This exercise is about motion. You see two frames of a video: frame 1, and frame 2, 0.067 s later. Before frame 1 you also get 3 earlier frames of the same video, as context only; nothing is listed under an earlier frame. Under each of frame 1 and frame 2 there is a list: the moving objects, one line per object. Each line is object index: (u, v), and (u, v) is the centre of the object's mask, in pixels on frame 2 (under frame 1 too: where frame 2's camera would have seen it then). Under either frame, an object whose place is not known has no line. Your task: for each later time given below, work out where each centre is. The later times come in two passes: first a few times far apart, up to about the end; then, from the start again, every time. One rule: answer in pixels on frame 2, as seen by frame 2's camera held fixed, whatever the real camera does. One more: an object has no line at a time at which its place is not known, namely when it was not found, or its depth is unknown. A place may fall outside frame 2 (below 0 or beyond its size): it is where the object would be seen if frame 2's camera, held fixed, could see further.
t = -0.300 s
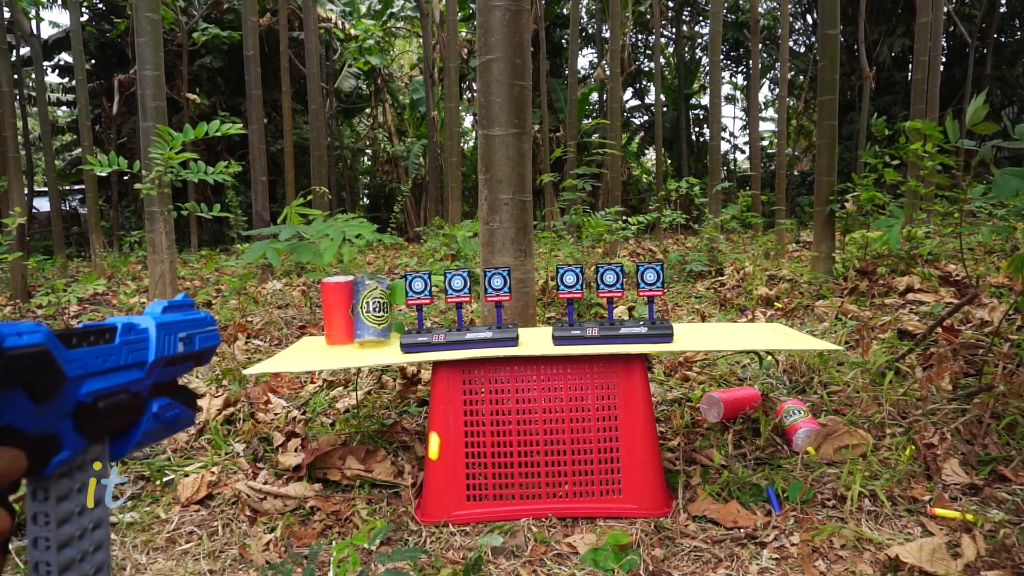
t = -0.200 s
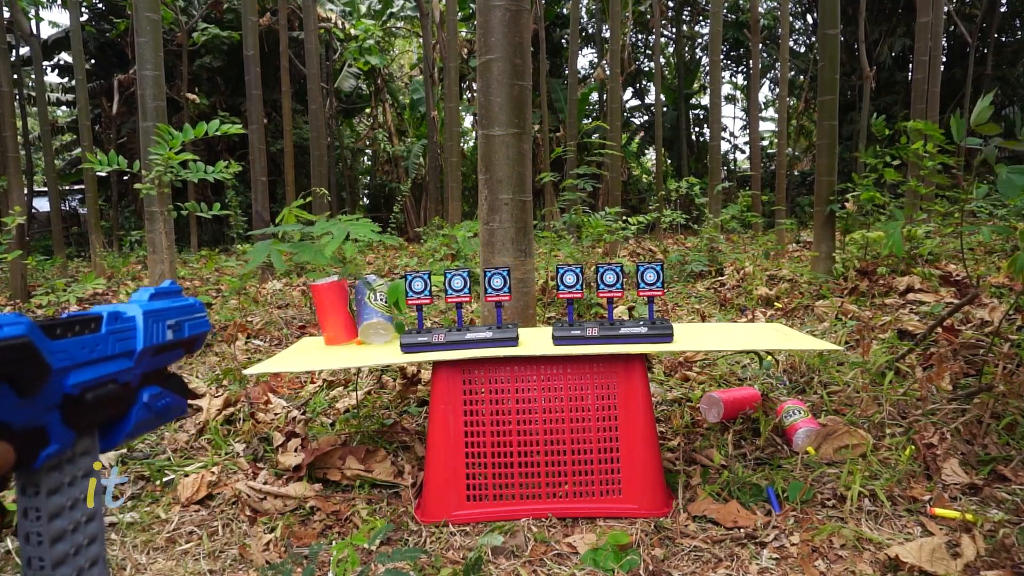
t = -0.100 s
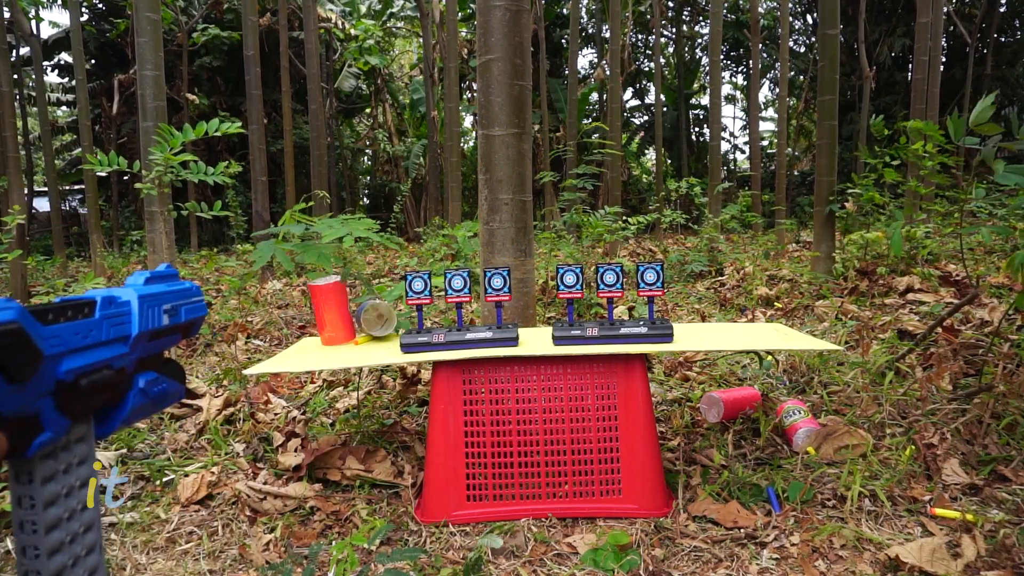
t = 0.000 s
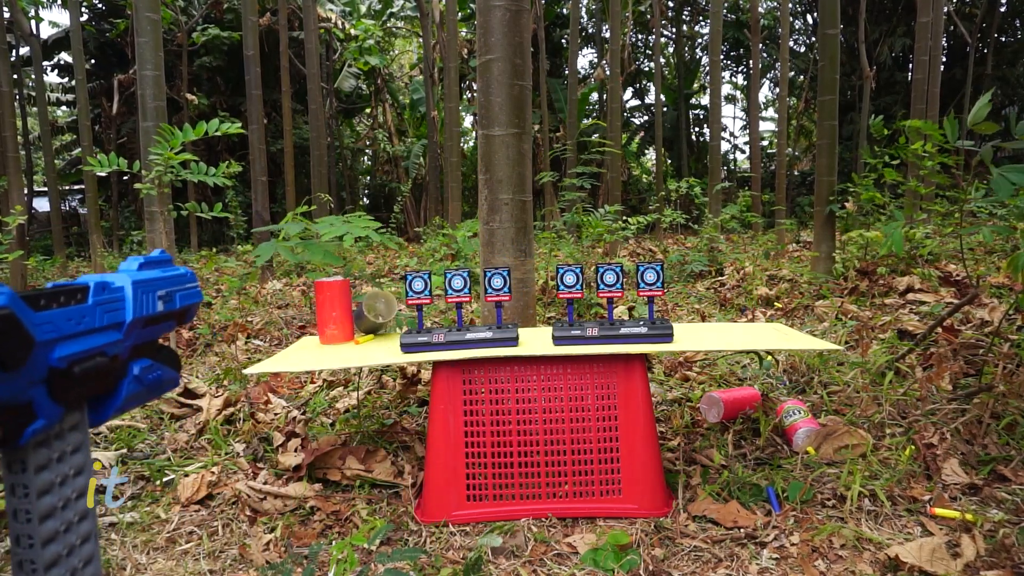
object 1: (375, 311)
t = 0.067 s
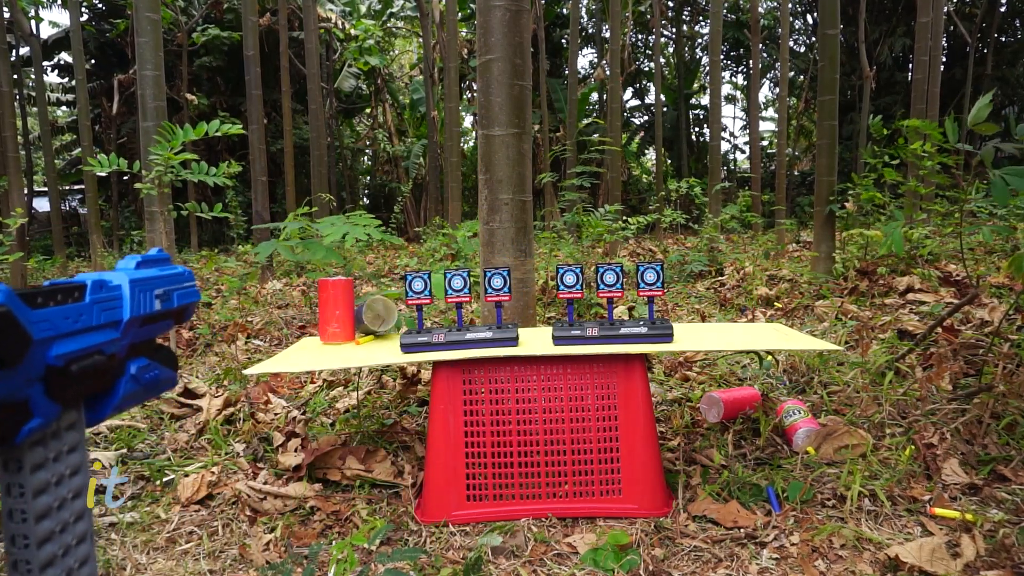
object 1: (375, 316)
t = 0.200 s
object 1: (381, 319)
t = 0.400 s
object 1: (383, 320)
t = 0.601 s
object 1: (383, 320)
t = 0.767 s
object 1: (383, 320)
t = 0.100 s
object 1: (376, 319)
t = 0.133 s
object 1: (377, 317)
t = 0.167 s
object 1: (379, 318)
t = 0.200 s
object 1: (381, 319)
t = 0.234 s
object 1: (382, 320)
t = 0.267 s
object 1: (383, 320)
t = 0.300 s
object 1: (384, 320)
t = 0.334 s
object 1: (384, 320)
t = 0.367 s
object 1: (383, 320)
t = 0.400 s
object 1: (383, 320)
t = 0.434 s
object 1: (383, 320)
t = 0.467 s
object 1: (383, 320)
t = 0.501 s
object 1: (383, 320)
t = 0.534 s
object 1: (384, 320)
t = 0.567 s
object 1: (383, 320)
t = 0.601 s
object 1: (383, 320)
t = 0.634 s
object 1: (383, 320)
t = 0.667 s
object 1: (383, 320)
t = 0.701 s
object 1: (383, 320)
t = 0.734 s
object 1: (383, 320)
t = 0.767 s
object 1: (383, 320)
